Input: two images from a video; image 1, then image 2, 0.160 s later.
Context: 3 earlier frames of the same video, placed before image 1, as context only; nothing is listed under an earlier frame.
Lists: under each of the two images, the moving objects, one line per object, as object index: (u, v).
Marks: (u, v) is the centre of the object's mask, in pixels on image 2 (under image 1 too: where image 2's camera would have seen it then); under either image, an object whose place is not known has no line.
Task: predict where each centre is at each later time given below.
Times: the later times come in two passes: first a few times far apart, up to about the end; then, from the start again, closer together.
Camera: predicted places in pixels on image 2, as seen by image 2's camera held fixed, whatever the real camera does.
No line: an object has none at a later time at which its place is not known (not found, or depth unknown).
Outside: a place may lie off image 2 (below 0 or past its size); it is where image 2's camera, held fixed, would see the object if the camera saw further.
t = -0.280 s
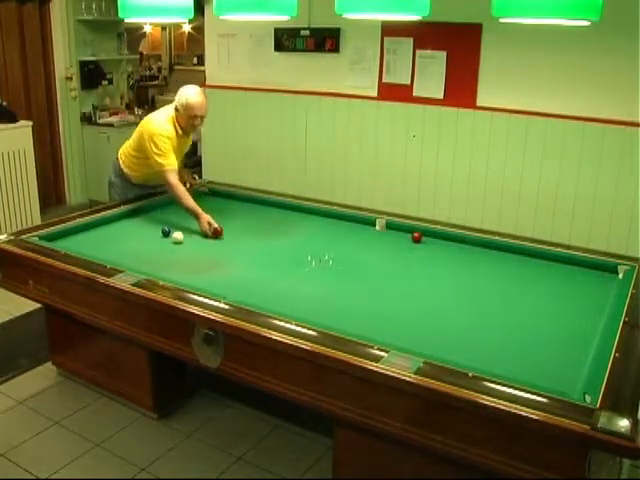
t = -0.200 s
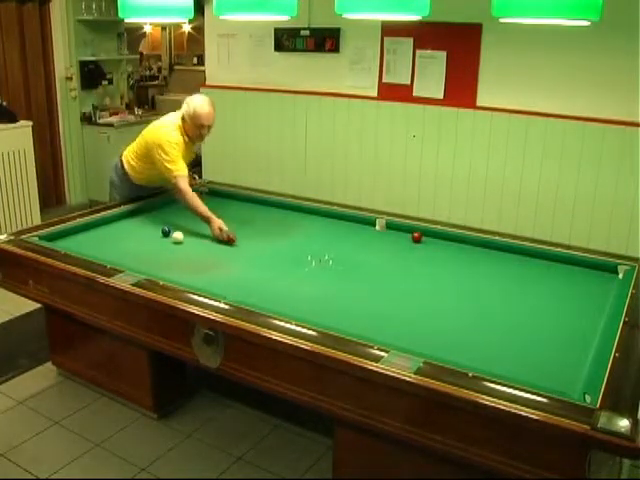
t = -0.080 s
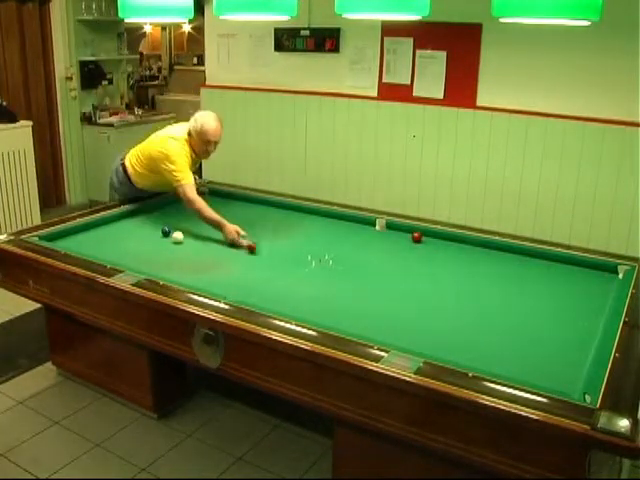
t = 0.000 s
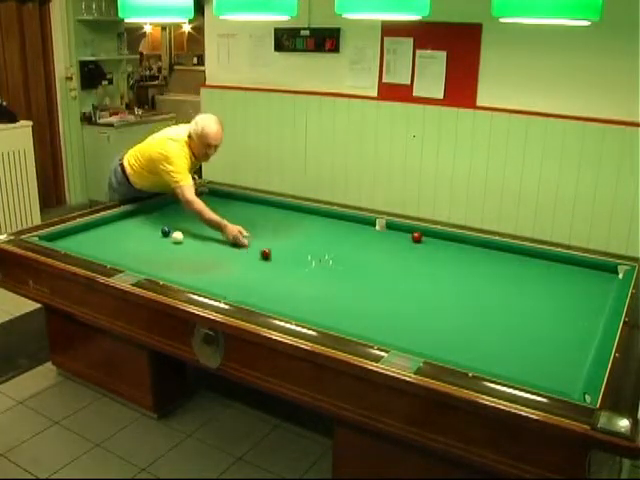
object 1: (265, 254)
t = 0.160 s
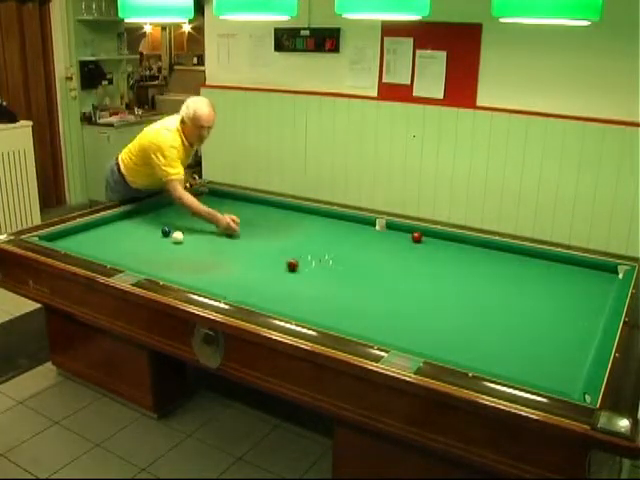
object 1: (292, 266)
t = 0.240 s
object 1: (306, 271)
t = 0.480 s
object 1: (352, 290)
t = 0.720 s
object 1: (405, 312)
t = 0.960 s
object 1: (465, 338)
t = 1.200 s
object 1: (535, 367)
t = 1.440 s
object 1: (548, 379)
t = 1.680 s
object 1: (495, 368)
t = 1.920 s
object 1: (452, 357)
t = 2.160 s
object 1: (415, 345)
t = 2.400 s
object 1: (383, 334)
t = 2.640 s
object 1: (353, 325)
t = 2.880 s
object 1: (326, 314)
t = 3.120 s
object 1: (302, 304)
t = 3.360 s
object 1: (279, 295)
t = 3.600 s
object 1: (258, 288)
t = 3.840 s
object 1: (239, 280)
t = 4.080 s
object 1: (222, 273)
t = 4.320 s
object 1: (206, 266)
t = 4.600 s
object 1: (189, 260)
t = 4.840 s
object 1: (175, 254)
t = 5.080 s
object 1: (163, 248)
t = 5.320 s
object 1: (152, 244)
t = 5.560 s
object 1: (141, 239)
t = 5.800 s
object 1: (132, 235)
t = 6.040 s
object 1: (123, 231)
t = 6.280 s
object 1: (114, 227)
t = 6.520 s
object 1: (107, 224)
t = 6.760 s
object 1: (106, 223)
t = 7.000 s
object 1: (113, 224)
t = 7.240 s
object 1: (120, 224)
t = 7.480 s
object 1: (126, 226)
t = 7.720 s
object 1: (131, 226)
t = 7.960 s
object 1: (136, 226)
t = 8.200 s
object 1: (143, 227)
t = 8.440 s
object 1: (147, 228)
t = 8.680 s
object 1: (151, 228)
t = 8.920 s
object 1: (155, 228)
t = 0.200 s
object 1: (299, 268)
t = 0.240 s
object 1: (306, 271)
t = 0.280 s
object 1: (313, 275)
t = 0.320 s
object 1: (321, 278)
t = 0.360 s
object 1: (328, 281)
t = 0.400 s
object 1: (336, 284)
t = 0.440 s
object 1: (344, 287)
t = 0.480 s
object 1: (352, 290)
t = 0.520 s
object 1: (360, 294)
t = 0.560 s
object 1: (369, 298)
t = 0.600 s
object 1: (377, 302)
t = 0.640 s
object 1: (386, 305)
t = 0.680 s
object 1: (395, 309)
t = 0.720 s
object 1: (405, 312)
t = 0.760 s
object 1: (414, 316)
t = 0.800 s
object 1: (424, 320)
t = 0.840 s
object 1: (433, 326)
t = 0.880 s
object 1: (444, 329)
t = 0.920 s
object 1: (454, 334)
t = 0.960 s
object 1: (465, 338)
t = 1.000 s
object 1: (475, 342)
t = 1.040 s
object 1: (487, 347)
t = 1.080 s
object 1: (499, 352)
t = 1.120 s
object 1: (510, 356)
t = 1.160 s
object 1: (522, 362)
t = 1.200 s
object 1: (535, 367)
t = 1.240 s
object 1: (546, 371)
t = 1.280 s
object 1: (560, 377)
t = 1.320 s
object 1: (571, 383)
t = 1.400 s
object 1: (559, 381)
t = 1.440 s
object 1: (548, 379)
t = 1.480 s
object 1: (539, 377)
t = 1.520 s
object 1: (530, 375)
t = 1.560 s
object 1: (521, 373)
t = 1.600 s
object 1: (513, 372)
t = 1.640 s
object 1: (504, 370)
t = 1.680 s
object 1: (495, 368)
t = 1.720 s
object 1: (487, 367)
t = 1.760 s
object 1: (479, 365)
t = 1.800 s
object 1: (471, 363)
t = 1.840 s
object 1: (464, 361)
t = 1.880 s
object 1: (457, 359)
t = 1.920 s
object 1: (452, 357)
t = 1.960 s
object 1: (446, 356)
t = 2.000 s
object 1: (439, 353)
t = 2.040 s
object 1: (433, 351)
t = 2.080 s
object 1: (426, 349)
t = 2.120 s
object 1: (421, 346)
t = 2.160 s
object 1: (415, 345)
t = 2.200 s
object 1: (410, 343)
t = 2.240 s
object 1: (404, 341)
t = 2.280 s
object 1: (399, 339)
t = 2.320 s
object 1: (393, 338)
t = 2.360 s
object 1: (388, 336)
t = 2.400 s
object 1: (383, 334)
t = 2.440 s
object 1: (378, 333)
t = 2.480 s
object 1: (373, 331)
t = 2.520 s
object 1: (368, 329)
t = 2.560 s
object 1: (363, 327)
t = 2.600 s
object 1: (358, 326)
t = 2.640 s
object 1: (353, 325)
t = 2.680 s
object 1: (348, 323)
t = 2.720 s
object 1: (344, 321)
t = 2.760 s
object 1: (339, 319)
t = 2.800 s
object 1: (335, 317)
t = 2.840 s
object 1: (331, 316)
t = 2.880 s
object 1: (326, 314)
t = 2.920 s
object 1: (322, 312)
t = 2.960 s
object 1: (318, 311)
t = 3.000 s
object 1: (313, 309)
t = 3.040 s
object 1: (309, 308)
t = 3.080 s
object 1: (305, 306)
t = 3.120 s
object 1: (302, 304)
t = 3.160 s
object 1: (297, 303)
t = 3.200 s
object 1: (294, 302)
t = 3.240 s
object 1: (290, 300)
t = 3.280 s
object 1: (286, 299)
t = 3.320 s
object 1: (283, 297)
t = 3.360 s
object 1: (279, 295)
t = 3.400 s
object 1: (276, 295)
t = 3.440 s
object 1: (272, 293)
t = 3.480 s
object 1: (268, 291)
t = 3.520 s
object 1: (265, 290)
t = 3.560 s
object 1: (262, 289)
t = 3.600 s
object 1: (258, 288)
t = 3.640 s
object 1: (255, 286)
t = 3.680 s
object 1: (252, 285)
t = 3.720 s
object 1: (248, 283)
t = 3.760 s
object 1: (245, 282)
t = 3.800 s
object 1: (242, 281)
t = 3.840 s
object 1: (239, 280)
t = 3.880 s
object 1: (236, 278)
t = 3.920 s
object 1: (233, 277)
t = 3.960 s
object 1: (230, 276)
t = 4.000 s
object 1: (227, 275)
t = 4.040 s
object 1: (224, 274)
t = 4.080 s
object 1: (222, 273)
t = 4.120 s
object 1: (219, 271)
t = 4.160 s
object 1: (216, 270)
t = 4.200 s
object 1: (214, 269)
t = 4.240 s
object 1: (211, 268)
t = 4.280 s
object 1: (209, 267)
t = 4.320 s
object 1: (206, 266)
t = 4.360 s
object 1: (203, 265)
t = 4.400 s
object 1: (201, 264)
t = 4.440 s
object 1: (198, 263)
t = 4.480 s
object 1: (196, 263)
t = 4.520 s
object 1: (193, 261)
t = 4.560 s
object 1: (191, 261)
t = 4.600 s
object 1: (189, 260)
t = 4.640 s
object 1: (186, 258)
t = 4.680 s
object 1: (184, 257)
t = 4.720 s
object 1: (182, 256)
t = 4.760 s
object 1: (180, 255)
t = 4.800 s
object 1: (177, 254)
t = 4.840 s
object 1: (175, 254)
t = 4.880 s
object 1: (173, 253)
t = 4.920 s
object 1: (171, 252)
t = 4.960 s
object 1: (169, 251)
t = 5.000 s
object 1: (167, 250)
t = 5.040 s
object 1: (165, 249)
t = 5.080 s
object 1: (163, 248)
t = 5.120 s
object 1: (161, 247)
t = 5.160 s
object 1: (159, 247)
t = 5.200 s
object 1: (157, 246)
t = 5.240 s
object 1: (155, 245)
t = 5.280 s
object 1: (153, 244)
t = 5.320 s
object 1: (152, 244)
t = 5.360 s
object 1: (150, 242)
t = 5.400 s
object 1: (148, 242)
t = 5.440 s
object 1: (146, 241)
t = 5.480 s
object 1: (144, 240)
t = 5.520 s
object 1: (143, 239)
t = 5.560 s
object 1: (141, 239)
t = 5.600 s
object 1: (140, 238)
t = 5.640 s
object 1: (138, 237)
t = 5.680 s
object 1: (136, 237)
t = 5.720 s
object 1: (135, 236)
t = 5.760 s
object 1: (133, 235)
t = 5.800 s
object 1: (132, 235)
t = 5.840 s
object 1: (130, 234)
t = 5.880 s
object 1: (128, 233)
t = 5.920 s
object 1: (127, 233)
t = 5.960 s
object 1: (125, 232)
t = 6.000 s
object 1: (124, 231)
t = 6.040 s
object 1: (123, 231)
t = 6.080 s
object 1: (121, 230)
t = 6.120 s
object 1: (120, 230)
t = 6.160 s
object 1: (119, 229)
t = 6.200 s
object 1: (117, 228)
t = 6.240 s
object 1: (116, 228)
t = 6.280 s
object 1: (114, 227)
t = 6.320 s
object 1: (113, 227)
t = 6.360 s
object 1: (112, 227)
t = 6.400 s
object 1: (110, 225)
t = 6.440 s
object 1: (109, 225)
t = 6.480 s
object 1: (108, 225)
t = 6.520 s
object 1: (107, 224)
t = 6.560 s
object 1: (106, 224)
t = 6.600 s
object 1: (105, 223)
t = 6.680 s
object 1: (105, 223)
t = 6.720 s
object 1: (106, 223)
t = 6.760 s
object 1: (106, 223)
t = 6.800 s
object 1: (107, 223)
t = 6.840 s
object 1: (108, 223)
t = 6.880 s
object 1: (111, 223)
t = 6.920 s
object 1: (112, 223)
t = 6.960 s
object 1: (112, 223)
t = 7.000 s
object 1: (113, 224)
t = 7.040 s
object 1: (114, 223)
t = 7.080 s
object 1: (115, 223)
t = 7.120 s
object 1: (117, 223)
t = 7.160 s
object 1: (118, 224)
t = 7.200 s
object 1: (119, 224)
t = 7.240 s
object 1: (120, 224)
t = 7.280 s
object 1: (121, 225)
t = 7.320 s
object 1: (122, 224)
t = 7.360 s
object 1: (123, 225)
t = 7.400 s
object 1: (124, 225)
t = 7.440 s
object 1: (125, 226)
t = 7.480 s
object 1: (126, 226)
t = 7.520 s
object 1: (126, 226)
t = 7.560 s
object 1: (129, 225)
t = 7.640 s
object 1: (130, 225)
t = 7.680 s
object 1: (131, 226)
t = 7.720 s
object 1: (131, 226)
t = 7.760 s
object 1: (133, 226)
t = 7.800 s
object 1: (133, 226)
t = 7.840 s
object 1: (134, 226)
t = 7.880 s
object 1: (135, 226)
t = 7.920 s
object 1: (136, 226)
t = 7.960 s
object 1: (136, 226)
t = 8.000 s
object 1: (137, 226)
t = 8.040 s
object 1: (138, 226)
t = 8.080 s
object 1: (138, 226)
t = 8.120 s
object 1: (140, 227)
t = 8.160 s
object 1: (142, 227)
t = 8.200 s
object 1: (143, 227)
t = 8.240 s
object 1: (144, 227)
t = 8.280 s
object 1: (145, 227)
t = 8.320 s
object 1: (145, 227)
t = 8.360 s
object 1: (146, 227)
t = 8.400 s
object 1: (146, 228)
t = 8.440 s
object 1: (147, 228)
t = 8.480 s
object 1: (148, 228)
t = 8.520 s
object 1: (149, 228)
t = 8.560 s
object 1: (149, 228)
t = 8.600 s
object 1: (150, 228)
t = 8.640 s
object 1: (151, 228)
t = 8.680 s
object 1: (151, 228)
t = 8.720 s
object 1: (152, 228)
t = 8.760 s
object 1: (153, 228)
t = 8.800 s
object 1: (153, 228)
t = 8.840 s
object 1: (154, 228)
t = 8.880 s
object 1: (154, 228)
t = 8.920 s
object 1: (155, 228)
